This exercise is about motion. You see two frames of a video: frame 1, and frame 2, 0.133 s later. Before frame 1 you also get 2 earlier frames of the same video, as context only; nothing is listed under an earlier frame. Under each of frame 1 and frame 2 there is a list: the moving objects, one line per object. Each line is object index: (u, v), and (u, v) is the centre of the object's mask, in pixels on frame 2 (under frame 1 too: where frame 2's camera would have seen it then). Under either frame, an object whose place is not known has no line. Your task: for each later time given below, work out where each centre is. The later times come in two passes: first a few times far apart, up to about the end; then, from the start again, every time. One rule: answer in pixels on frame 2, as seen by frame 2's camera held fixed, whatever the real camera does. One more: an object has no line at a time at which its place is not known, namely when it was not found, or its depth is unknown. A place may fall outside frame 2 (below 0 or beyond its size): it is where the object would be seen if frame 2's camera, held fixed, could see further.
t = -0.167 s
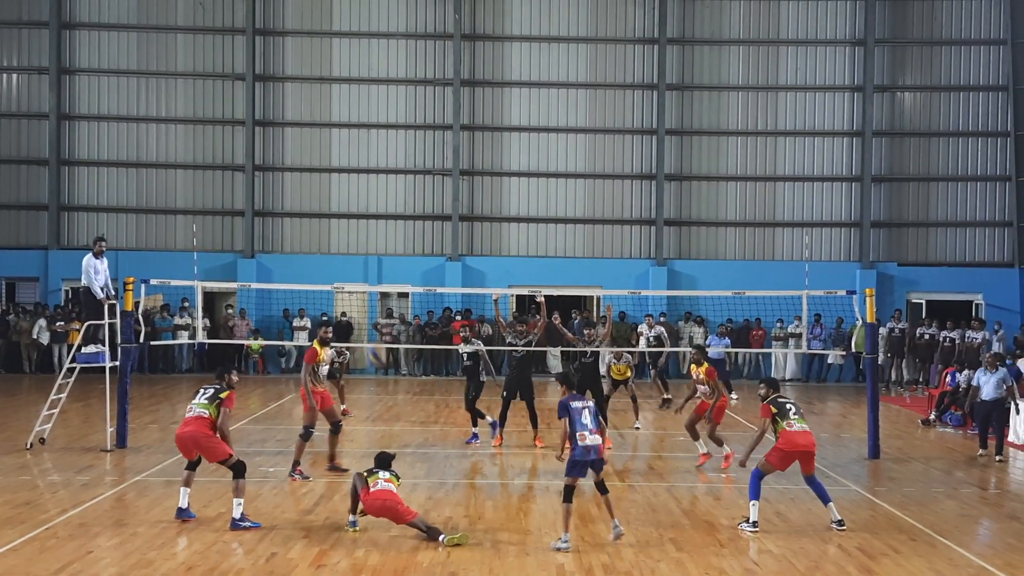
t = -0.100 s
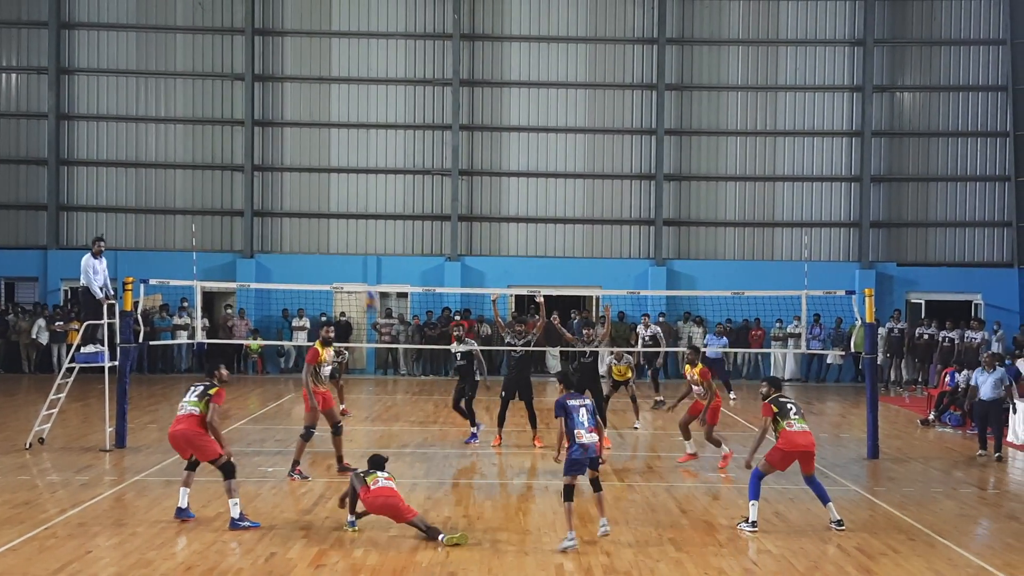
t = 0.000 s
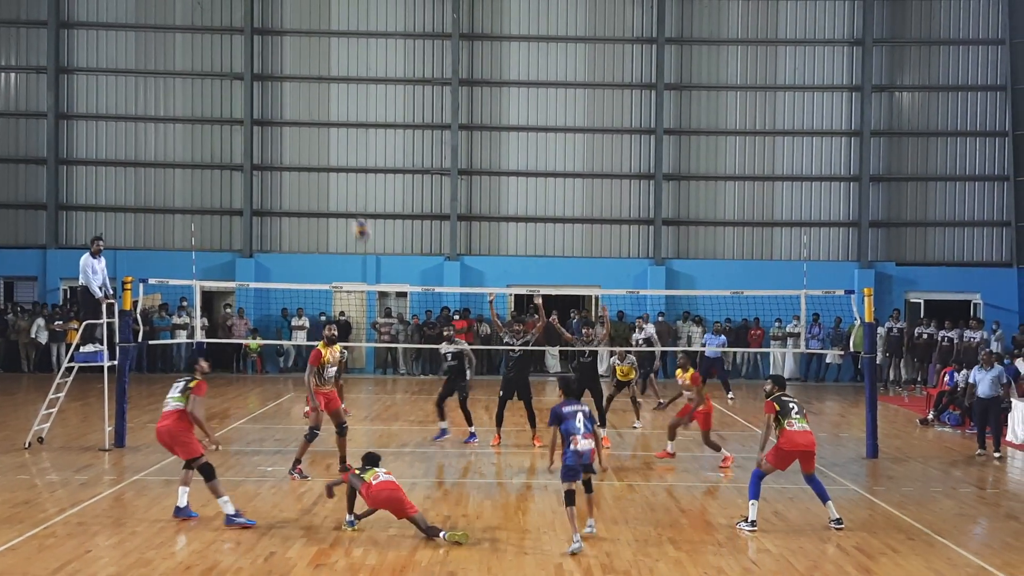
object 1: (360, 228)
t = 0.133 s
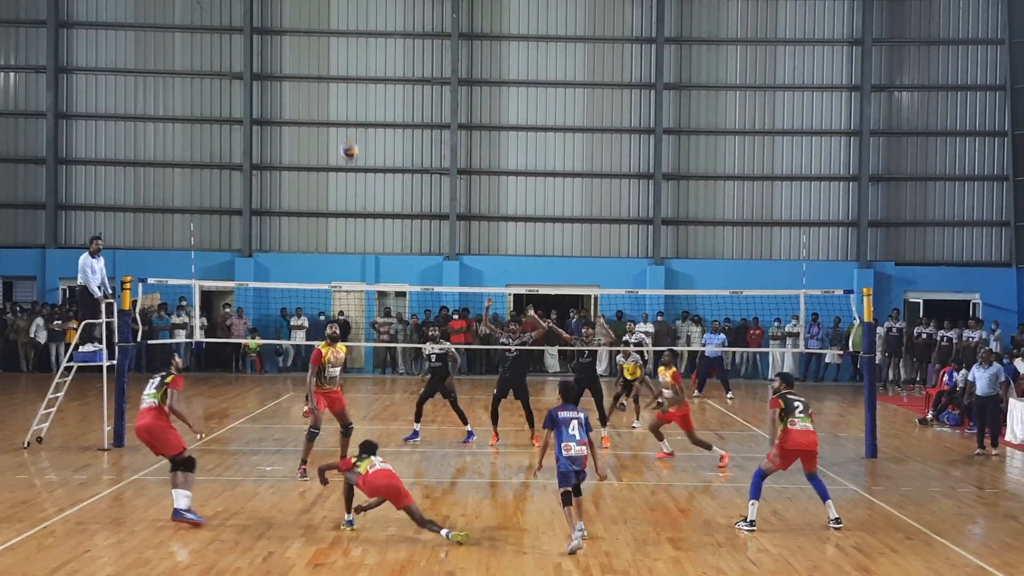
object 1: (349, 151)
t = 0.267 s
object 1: (338, 92)
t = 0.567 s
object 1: (313, 17)
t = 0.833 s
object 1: (292, 16)
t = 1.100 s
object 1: (270, 72)
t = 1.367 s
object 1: (250, 175)
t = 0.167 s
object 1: (346, 134)
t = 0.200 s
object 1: (343, 119)
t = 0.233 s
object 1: (342, 105)
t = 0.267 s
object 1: (338, 92)
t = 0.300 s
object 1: (335, 79)
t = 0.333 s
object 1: (333, 68)
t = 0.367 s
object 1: (330, 58)
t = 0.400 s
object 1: (327, 48)
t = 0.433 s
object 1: (324, 40)
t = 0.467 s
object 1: (321, 33)
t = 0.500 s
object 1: (319, 27)
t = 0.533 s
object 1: (316, 21)
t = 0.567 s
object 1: (313, 17)
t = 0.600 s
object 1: (310, 14)
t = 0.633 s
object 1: (308, 11)
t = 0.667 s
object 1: (305, 10)
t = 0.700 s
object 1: (302, 9)
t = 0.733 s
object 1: (300, 9)
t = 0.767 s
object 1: (296, 11)
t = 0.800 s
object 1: (294, 14)
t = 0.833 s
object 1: (292, 16)
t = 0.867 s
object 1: (288, 21)
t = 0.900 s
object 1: (286, 26)
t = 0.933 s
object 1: (283, 31)
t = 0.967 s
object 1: (280, 38)
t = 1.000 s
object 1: (278, 45)
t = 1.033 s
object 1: (276, 52)
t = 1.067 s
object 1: (273, 62)
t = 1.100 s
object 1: (270, 72)
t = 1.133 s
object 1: (267, 82)
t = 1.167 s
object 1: (265, 93)
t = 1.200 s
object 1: (263, 104)
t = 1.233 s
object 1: (260, 117)
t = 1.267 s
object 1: (258, 130)
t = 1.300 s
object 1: (255, 144)
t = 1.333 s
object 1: (253, 160)
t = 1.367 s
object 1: (250, 175)
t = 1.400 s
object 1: (248, 191)
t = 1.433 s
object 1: (246, 207)
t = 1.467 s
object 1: (244, 224)
